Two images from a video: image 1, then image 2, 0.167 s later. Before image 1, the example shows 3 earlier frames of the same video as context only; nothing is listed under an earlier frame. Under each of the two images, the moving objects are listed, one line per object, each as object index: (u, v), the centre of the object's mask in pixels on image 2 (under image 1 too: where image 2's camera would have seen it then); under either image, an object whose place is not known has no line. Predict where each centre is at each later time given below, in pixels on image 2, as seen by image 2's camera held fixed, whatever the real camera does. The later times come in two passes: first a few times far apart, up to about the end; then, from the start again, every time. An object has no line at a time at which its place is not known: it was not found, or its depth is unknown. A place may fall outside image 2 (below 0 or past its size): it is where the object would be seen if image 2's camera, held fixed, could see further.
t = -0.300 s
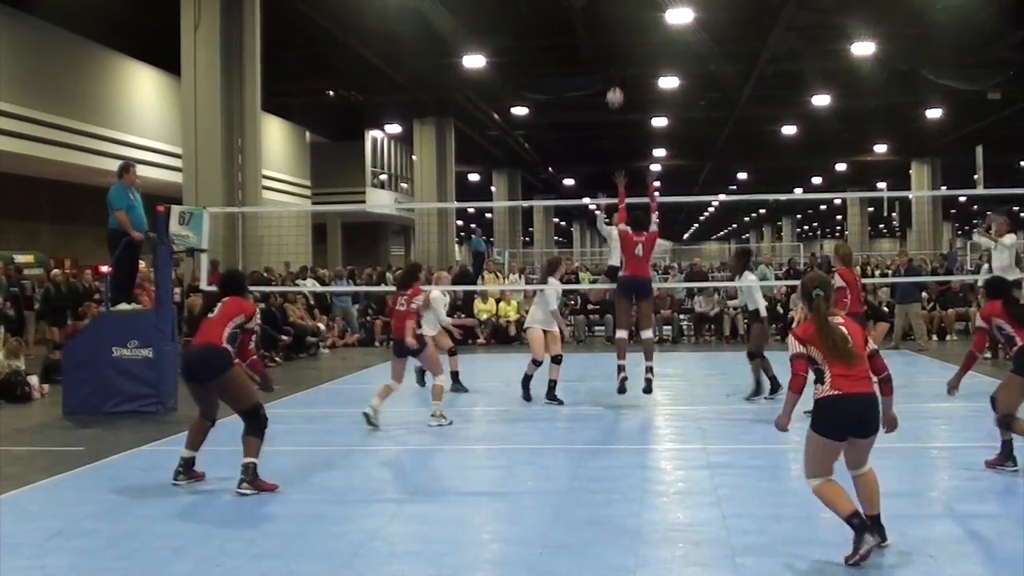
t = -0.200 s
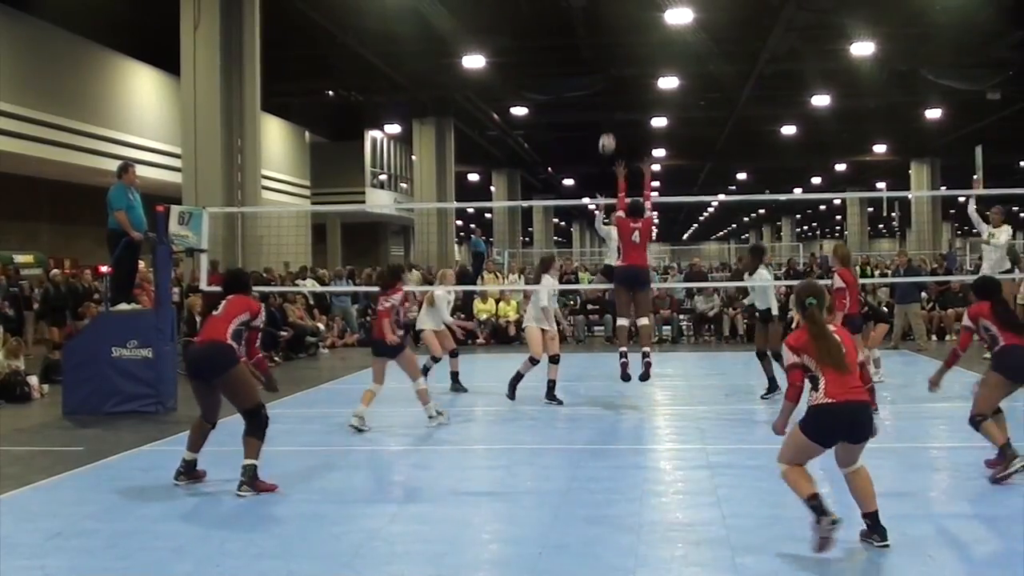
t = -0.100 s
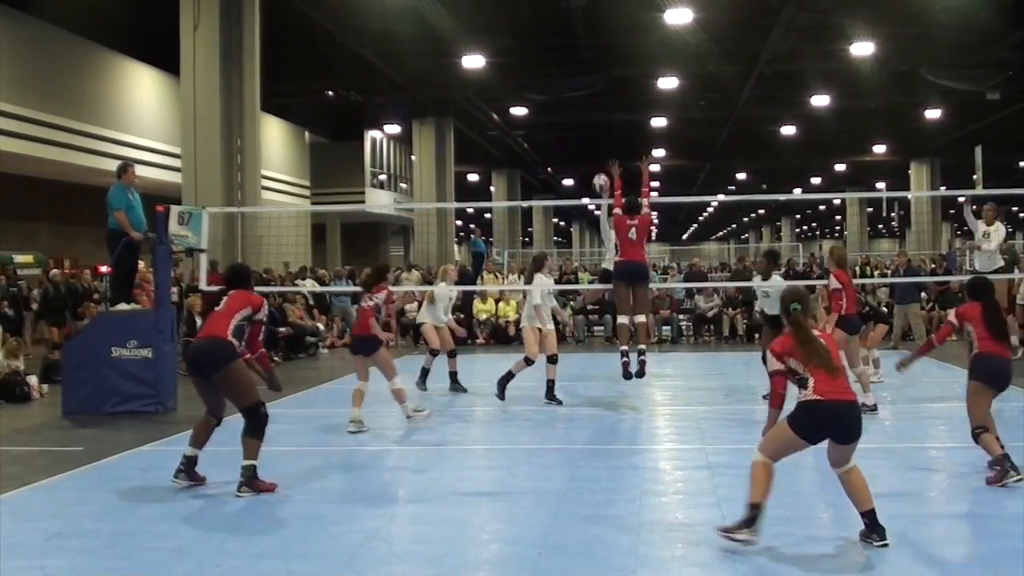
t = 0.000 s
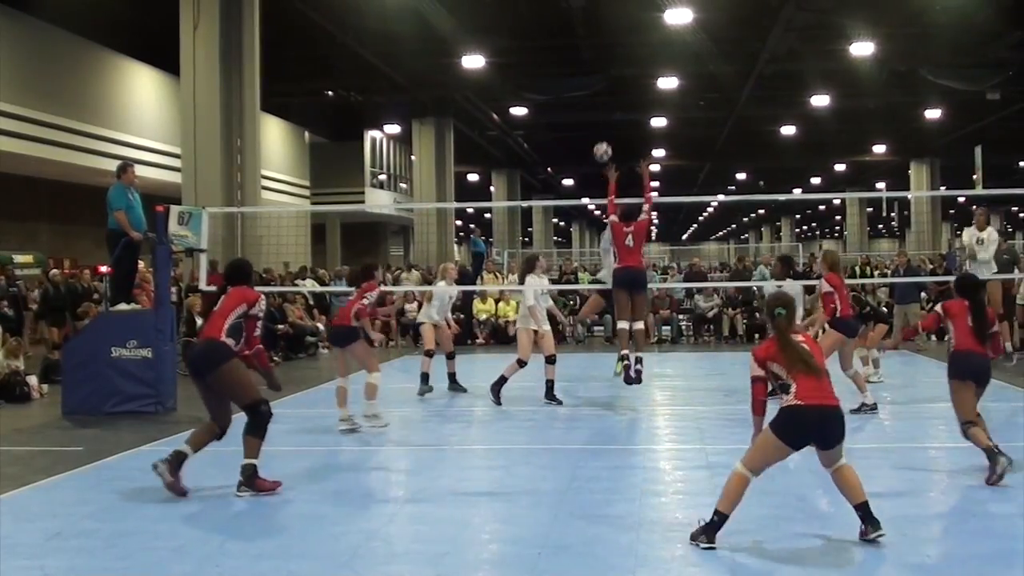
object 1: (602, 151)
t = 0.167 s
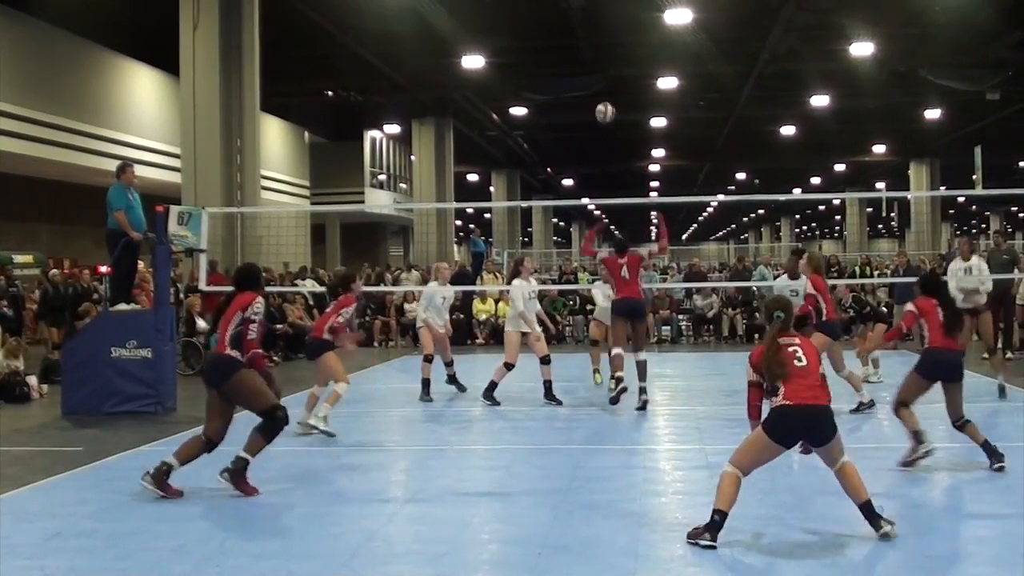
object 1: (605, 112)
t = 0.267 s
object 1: (607, 98)
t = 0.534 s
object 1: (616, 106)
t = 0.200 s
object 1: (605, 107)
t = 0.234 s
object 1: (606, 102)
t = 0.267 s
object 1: (607, 98)
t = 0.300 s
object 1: (607, 96)
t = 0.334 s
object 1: (608, 94)
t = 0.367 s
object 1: (609, 93)
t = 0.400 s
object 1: (611, 93)
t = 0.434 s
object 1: (611, 95)
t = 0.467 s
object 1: (613, 97)
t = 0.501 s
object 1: (614, 101)
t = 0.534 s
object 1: (616, 106)
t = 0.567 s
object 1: (616, 113)
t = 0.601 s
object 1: (617, 121)
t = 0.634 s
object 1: (619, 132)
